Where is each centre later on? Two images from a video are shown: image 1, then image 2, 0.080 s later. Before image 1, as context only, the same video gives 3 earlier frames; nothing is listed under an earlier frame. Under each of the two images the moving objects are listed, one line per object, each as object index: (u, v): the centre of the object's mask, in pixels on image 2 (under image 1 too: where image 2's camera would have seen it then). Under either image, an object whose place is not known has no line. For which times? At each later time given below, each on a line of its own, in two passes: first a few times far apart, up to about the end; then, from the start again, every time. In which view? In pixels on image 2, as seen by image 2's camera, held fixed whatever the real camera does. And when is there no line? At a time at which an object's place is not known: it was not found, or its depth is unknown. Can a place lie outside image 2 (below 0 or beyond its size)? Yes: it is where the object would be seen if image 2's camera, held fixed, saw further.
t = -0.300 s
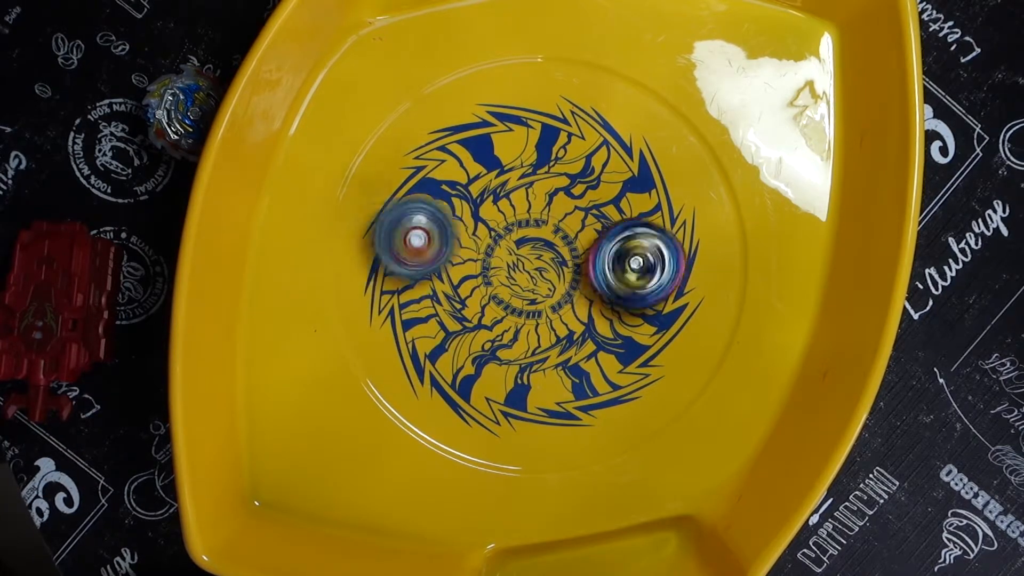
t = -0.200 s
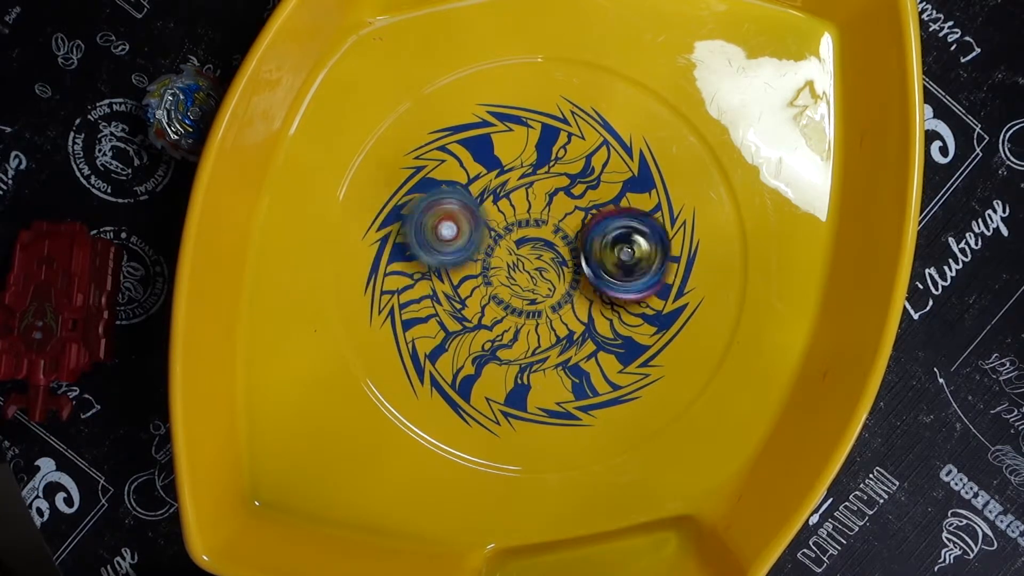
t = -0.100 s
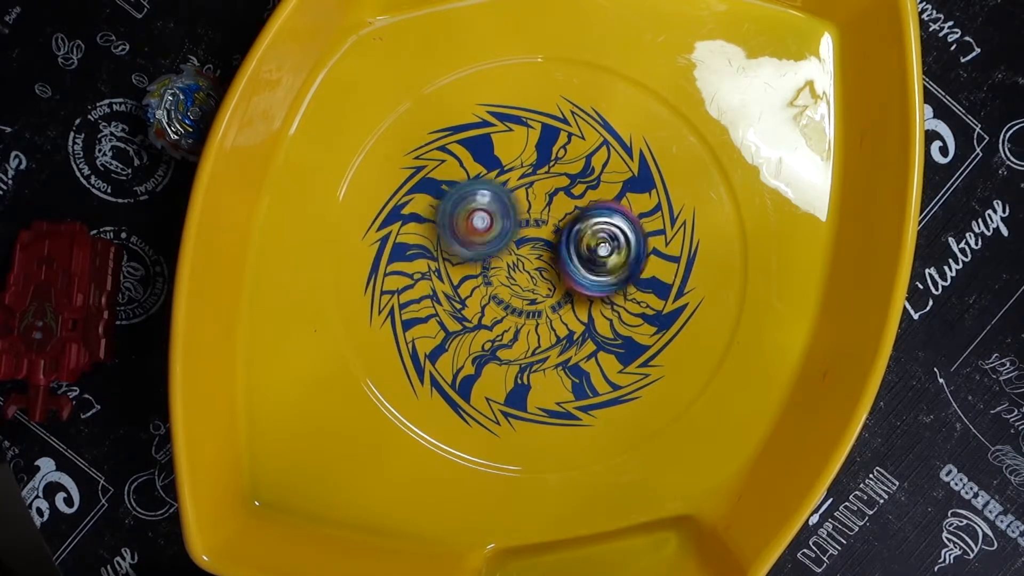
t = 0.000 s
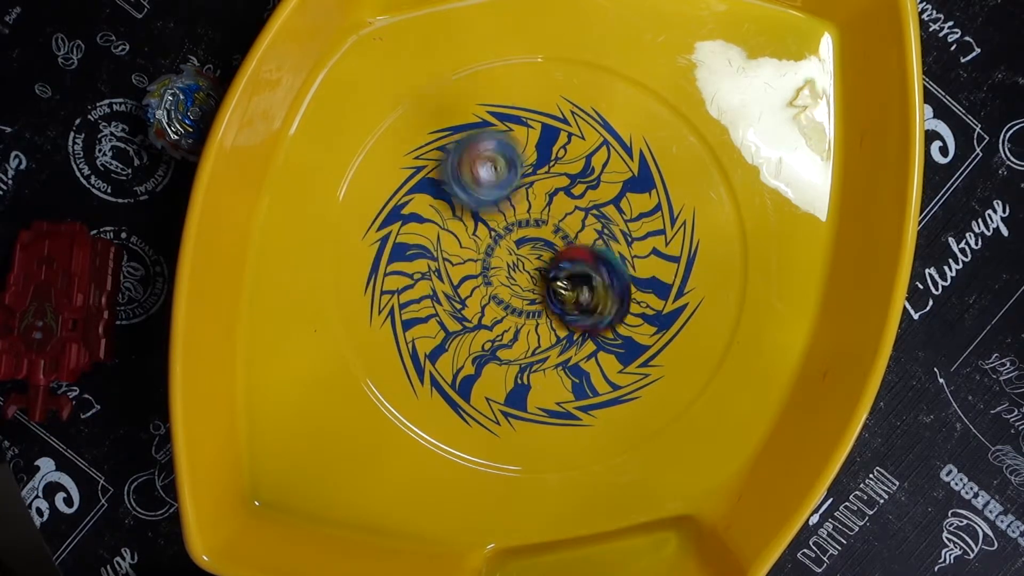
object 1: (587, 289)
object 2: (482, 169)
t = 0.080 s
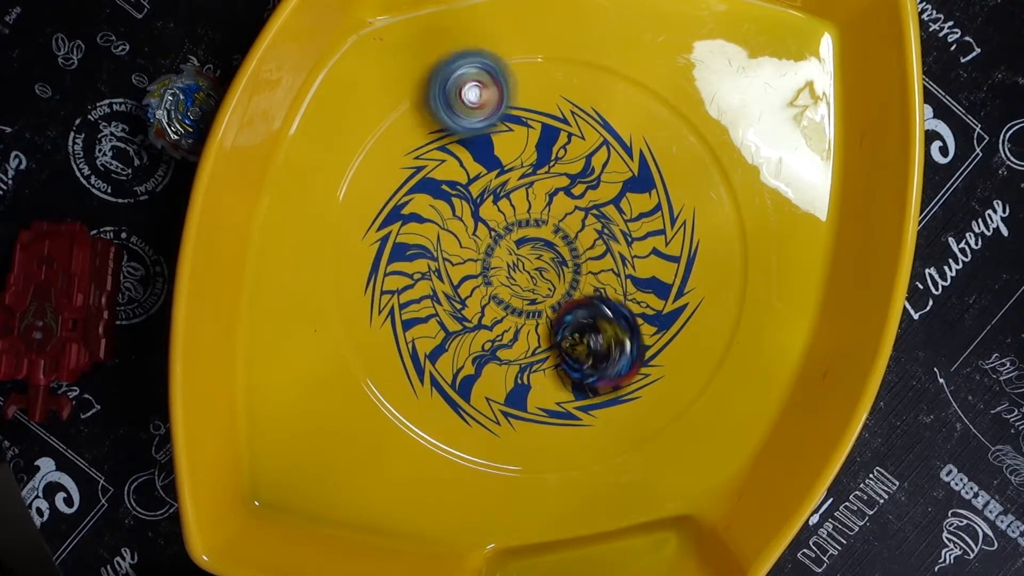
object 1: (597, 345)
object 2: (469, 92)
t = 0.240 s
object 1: (596, 397)
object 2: (472, 37)
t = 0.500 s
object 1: (559, 372)
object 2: (489, 55)
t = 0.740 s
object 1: (538, 277)
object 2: (570, 195)
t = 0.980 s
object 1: (465, 276)
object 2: (726, 190)
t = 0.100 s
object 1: (599, 355)
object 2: (466, 77)
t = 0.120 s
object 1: (599, 363)
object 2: (468, 69)
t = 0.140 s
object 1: (598, 372)
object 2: (469, 61)
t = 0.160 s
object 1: (599, 380)
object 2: (470, 56)
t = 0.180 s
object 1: (600, 386)
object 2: (471, 50)
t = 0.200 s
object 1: (599, 392)
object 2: (470, 45)
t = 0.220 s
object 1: (598, 394)
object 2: (472, 41)
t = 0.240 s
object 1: (596, 397)
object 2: (472, 37)
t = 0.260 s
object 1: (594, 398)
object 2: (472, 35)
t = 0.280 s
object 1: (591, 399)
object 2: (474, 32)
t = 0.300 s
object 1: (590, 400)
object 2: (474, 31)
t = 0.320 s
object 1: (588, 400)
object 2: (476, 30)
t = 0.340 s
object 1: (586, 399)
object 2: (477, 29)
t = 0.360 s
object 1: (584, 397)
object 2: (477, 30)
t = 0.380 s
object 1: (578, 396)
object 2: (479, 30)
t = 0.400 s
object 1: (574, 394)
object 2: (479, 31)
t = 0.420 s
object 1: (570, 390)
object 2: (482, 34)
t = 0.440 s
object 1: (564, 385)
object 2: (483, 36)
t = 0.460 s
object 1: (563, 381)
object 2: (485, 42)
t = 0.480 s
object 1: (560, 377)
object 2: (488, 47)
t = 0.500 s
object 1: (559, 372)
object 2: (489, 55)
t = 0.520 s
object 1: (556, 365)
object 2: (491, 66)
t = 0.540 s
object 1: (555, 359)
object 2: (493, 77)
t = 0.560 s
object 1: (553, 352)
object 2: (497, 89)
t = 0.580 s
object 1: (552, 343)
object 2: (502, 100)
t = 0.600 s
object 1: (551, 334)
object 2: (507, 115)
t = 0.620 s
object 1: (550, 326)
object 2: (515, 129)
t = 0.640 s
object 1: (550, 318)
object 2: (521, 140)
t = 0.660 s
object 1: (550, 309)
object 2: (529, 153)
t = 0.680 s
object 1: (548, 300)
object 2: (537, 165)
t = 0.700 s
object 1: (547, 291)
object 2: (545, 179)
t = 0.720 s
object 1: (543, 283)
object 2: (555, 189)
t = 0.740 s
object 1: (538, 277)
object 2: (570, 195)
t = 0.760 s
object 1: (530, 274)
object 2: (587, 196)
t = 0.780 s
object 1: (524, 270)
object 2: (606, 195)
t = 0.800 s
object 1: (517, 266)
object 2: (624, 195)
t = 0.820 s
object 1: (507, 263)
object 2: (638, 196)
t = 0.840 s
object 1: (498, 261)
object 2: (653, 194)
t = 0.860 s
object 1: (489, 262)
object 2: (663, 193)
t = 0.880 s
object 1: (481, 263)
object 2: (676, 193)
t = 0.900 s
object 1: (476, 265)
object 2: (686, 191)
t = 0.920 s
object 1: (470, 268)
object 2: (699, 191)
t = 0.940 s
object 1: (468, 270)
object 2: (707, 189)
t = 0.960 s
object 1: (465, 273)
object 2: (718, 190)
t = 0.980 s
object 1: (465, 276)
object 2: (726, 190)
